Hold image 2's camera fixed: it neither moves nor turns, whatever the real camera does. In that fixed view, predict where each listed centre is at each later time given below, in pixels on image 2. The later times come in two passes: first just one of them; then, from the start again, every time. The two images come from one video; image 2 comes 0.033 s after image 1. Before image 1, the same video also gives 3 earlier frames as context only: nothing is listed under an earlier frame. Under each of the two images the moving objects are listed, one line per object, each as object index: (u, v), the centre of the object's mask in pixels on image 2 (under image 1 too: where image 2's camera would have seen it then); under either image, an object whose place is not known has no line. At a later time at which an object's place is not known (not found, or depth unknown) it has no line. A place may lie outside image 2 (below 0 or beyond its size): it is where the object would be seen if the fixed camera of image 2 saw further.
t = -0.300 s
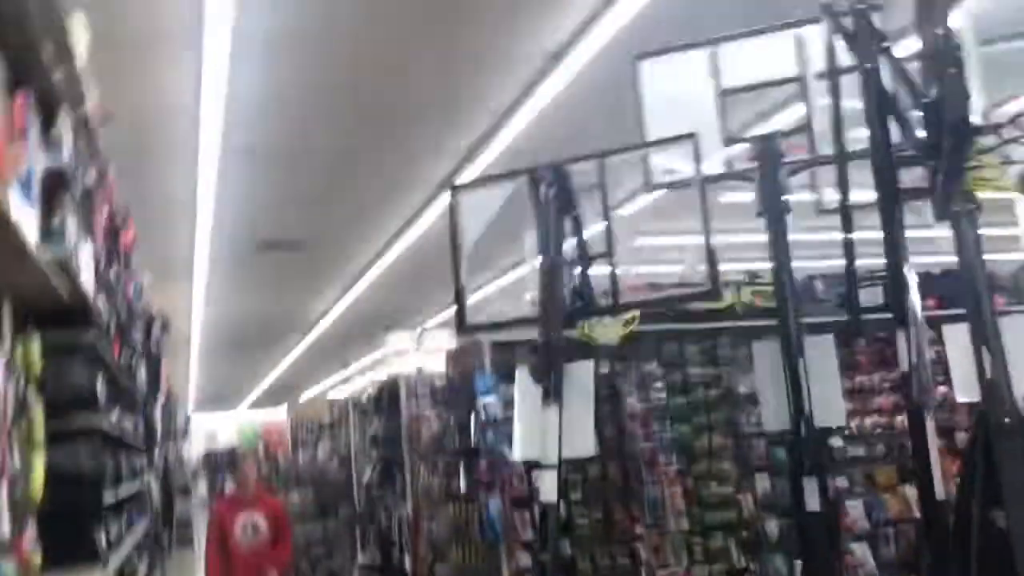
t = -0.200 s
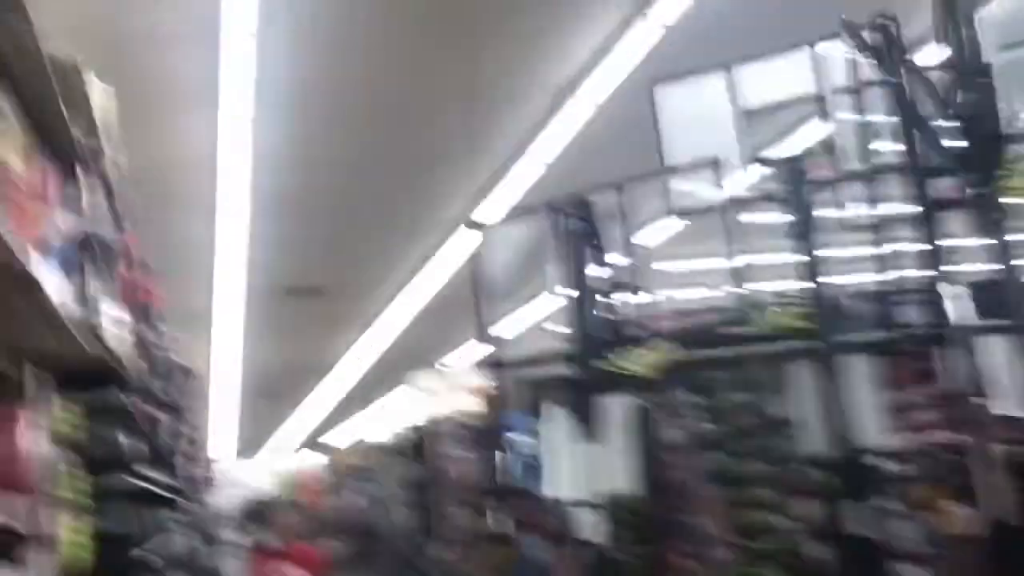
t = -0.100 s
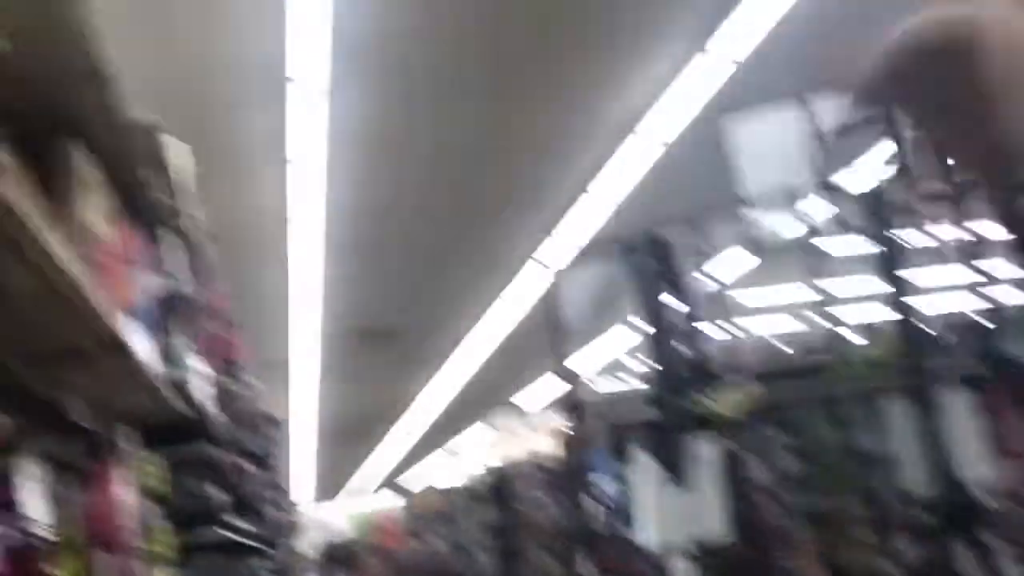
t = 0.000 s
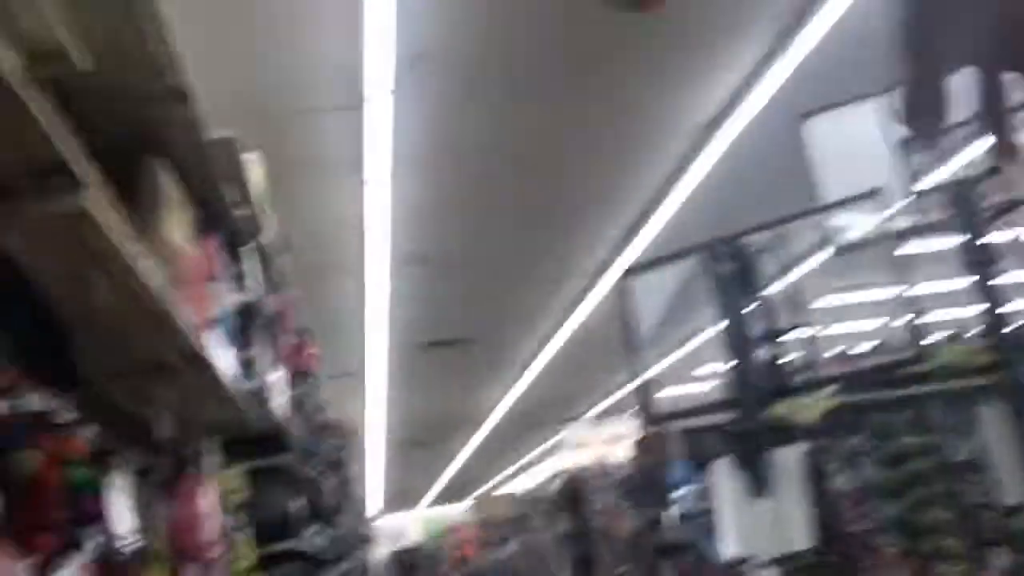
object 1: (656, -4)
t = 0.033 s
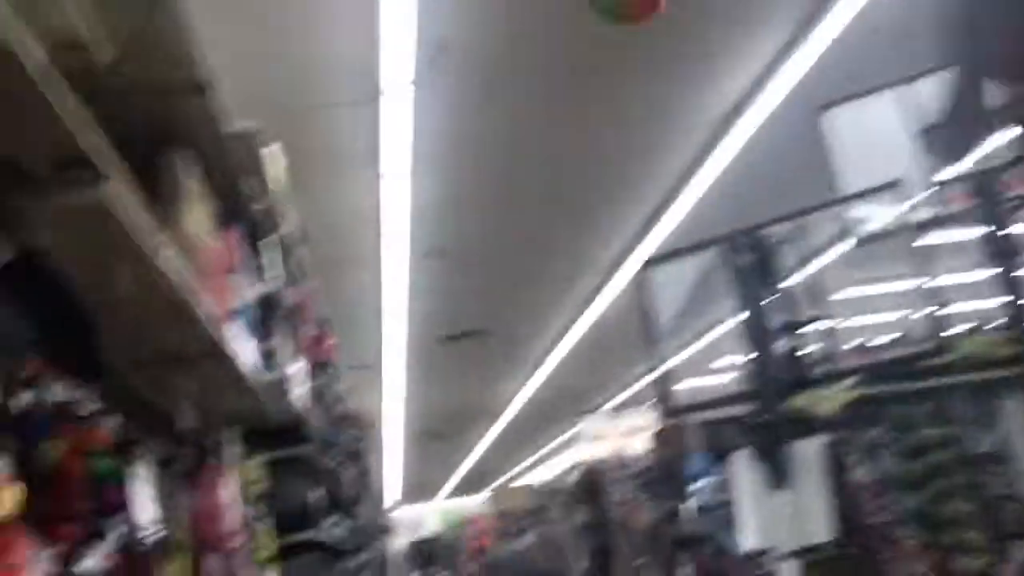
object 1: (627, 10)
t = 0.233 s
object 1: (550, 142)
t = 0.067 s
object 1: (601, 29)
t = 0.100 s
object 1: (585, 50)
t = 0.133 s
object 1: (572, 70)
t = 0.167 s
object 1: (563, 94)
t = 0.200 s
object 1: (555, 116)
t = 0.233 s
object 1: (550, 142)
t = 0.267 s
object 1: (544, 173)
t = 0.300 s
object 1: (541, 200)
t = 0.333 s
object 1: (538, 229)
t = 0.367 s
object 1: (535, 258)
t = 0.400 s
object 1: (533, 287)
